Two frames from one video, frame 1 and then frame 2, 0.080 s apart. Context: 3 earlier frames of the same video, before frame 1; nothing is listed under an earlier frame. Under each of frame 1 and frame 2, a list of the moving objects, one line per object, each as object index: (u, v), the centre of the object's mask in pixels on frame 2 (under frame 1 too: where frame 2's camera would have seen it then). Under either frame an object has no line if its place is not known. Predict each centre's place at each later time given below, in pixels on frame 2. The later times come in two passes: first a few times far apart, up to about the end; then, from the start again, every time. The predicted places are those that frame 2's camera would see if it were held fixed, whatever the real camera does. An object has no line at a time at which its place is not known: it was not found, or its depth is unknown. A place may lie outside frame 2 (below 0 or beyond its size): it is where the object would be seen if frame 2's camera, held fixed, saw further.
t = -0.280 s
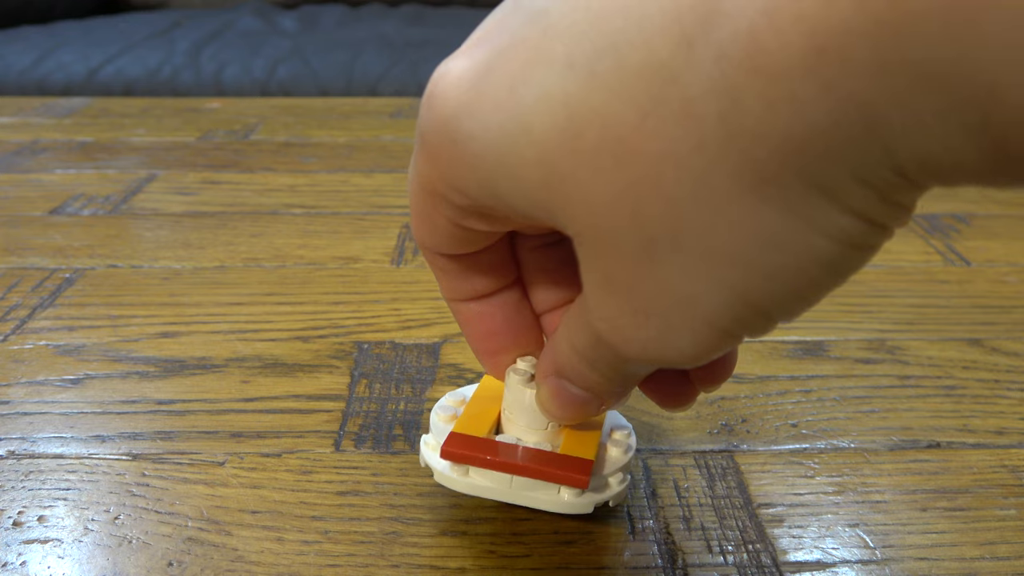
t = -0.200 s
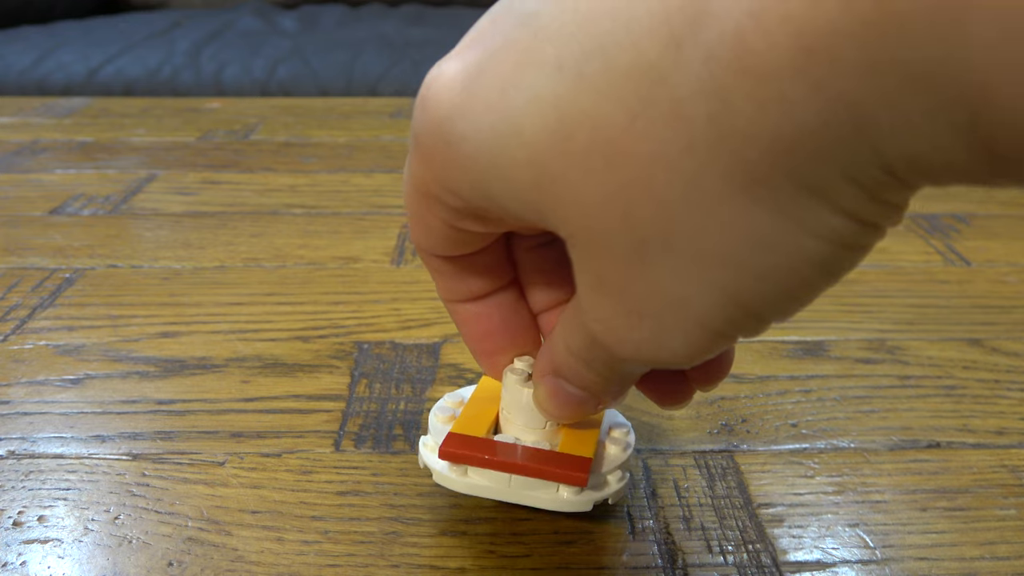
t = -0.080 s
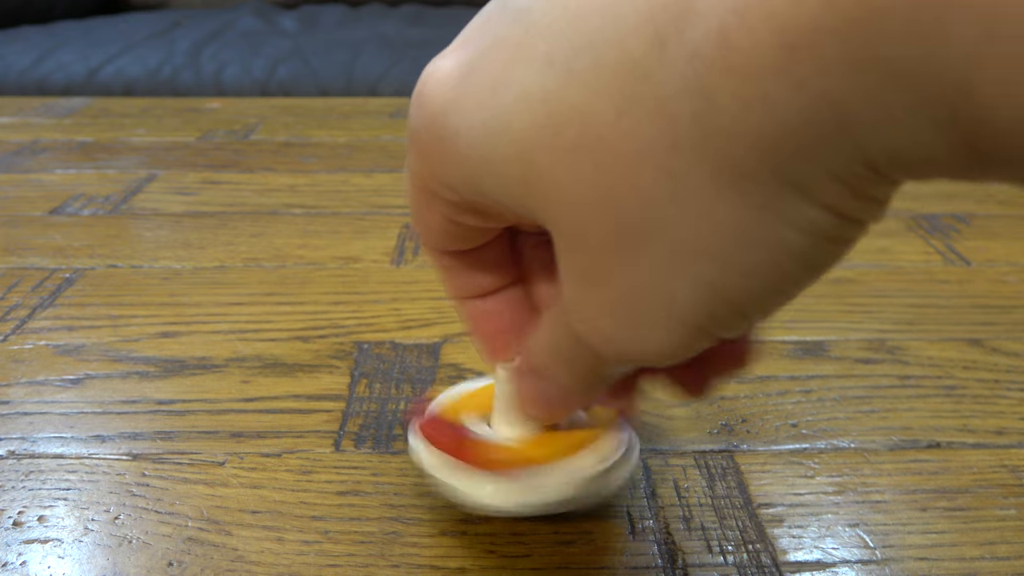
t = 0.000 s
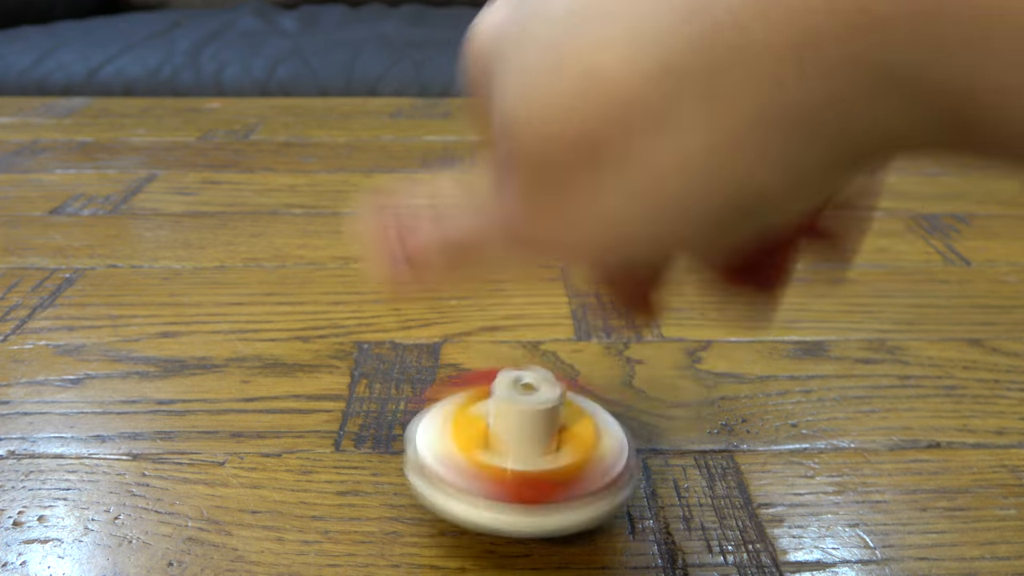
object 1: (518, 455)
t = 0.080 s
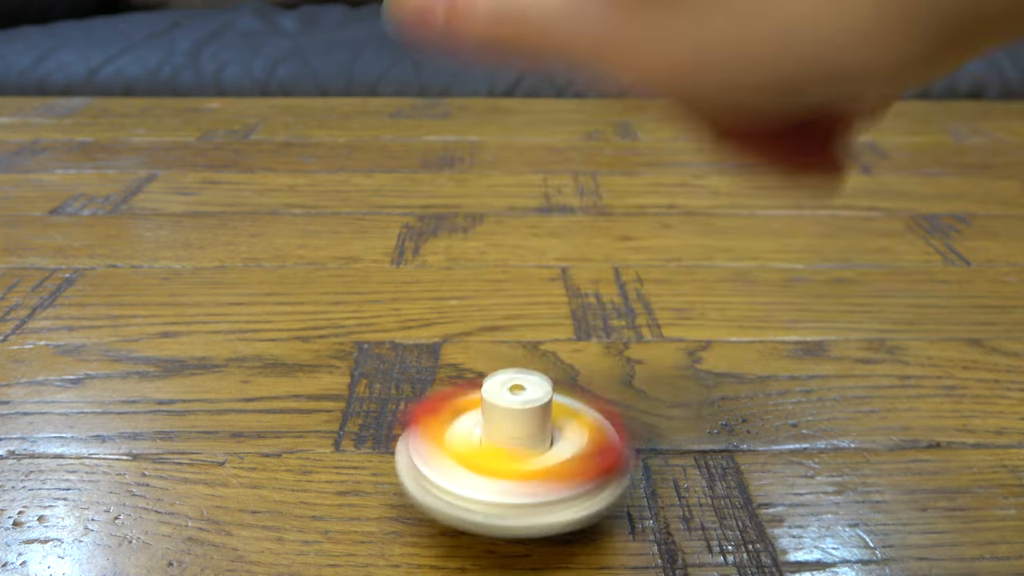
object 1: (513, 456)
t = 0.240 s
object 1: (497, 453)
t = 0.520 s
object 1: (478, 439)
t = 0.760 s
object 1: (468, 423)
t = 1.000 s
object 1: (453, 405)
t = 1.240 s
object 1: (423, 393)
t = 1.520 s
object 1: (386, 386)
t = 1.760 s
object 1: (347, 389)
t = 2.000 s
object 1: (314, 406)
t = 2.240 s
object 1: (320, 425)
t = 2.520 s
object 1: (351, 428)
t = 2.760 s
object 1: (373, 421)
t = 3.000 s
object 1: (394, 406)
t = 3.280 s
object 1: (428, 414)
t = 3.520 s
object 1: (492, 408)
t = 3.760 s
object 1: (536, 402)
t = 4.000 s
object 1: (581, 409)
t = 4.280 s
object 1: (616, 407)
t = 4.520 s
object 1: (635, 415)
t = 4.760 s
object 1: (653, 407)
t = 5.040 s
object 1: (671, 406)
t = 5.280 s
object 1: (676, 420)
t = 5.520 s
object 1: (678, 402)
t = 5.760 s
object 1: (700, 418)
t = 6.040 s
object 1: (694, 410)
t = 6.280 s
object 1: (678, 398)
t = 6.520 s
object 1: (693, 421)
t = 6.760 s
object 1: (693, 396)
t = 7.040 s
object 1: (710, 427)
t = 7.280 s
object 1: (691, 406)
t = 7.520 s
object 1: (695, 403)
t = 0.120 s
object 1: (511, 455)
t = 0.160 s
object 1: (507, 456)
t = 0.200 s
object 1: (503, 452)
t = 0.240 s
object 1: (497, 453)
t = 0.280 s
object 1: (493, 451)
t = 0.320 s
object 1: (489, 448)
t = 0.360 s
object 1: (488, 448)
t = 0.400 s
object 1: (488, 446)
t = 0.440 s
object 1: (486, 443)
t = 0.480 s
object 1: (481, 443)
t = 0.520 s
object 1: (478, 439)
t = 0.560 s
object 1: (477, 436)
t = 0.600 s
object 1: (476, 435)
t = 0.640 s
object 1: (476, 432)
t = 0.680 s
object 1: (472, 428)
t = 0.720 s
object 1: (469, 427)
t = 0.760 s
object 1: (468, 423)
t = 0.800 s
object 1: (466, 420)
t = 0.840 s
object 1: (465, 419)
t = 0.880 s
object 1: (462, 413)
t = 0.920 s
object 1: (455, 413)
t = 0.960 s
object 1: (454, 408)
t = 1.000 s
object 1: (453, 405)
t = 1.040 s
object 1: (453, 403)
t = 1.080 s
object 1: (449, 399)
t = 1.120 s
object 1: (439, 397)
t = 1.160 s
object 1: (433, 395)
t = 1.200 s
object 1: (429, 391)
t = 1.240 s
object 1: (423, 393)
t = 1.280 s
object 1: (414, 391)
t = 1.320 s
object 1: (403, 393)
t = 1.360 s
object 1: (400, 384)
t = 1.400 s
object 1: (402, 387)
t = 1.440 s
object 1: (401, 385)
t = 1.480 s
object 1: (395, 387)
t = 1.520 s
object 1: (386, 386)
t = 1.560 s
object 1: (379, 385)
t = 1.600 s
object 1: (372, 384)
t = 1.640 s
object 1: (364, 384)
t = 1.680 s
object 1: (354, 383)
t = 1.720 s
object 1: (350, 388)
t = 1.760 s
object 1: (347, 389)
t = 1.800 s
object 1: (343, 390)
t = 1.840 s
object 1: (334, 394)
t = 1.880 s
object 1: (330, 392)
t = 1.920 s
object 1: (328, 395)
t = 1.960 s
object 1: (322, 401)
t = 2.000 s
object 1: (314, 406)
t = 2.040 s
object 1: (312, 408)
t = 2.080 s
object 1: (313, 412)
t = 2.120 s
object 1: (312, 414)
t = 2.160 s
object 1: (310, 419)
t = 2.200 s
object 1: (313, 422)
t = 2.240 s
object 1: (320, 425)
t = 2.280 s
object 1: (320, 428)
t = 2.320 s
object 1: (320, 431)
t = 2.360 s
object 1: (326, 430)
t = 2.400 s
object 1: (335, 431)
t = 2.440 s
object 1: (337, 431)
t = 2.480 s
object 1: (341, 431)
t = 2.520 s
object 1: (351, 428)
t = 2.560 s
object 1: (356, 428)
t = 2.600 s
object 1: (356, 427)
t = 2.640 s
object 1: (362, 425)
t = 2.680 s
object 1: (370, 424)
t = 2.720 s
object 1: (371, 422)
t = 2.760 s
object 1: (373, 421)
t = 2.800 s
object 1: (380, 418)
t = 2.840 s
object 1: (385, 415)
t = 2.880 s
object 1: (382, 413)
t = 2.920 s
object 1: (387, 411)
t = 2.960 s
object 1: (394, 409)
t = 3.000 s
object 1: (394, 406)
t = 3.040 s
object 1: (400, 400)
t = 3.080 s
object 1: (405, 410)
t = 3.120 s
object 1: (405, 412)
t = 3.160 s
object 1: (402, 414)
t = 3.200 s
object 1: (411, 413)
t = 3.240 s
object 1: (420, 412)
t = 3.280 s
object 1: (428, 414)
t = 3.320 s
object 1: (441, 413)
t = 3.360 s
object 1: (455, 413)
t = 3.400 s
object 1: (461, 412)
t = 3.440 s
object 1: (475, 410)
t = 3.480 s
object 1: (488, 409)
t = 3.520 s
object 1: (492, 408)
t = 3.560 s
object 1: (504, 404)
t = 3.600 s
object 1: (513, 405)
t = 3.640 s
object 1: (515, 403)
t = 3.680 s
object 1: (524, 402)
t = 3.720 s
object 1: (533, 404)
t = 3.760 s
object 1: (536, 402)
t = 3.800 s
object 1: (547, 403)
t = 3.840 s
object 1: (558, 403)
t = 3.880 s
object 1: (563, 404)
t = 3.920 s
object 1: (570, 404)
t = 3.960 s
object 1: (581, 407)
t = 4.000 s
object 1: (581, 409)
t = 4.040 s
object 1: (587, 411)
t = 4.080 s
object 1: (594, 409)
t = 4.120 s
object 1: (592, 404)
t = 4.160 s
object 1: (599, 400)
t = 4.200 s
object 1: (608, 403)
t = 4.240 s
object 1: (608, 407)
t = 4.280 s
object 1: (616, 407)
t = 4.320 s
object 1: (622, 406)
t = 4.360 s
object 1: (622, 410)
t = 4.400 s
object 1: (630, 409)
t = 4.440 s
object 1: (632, 406)
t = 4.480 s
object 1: (632, 412)
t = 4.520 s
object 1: (635, 415)
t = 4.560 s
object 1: (631, 411)
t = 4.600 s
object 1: (634, 407)
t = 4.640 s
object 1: (641, 407)
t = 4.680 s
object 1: (645, 407)
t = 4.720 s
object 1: (652, 410)
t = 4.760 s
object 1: (653, 407)
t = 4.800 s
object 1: (657, 399)
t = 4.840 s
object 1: (666, 407)
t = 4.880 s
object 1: (663, 421)
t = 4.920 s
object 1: (667, 421)
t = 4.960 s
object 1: (665, 414)
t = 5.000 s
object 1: (664, 409)
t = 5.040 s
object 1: (671, 406)
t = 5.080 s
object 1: (667, 406)
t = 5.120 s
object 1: (674, 403)
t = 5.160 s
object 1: (674, 397)
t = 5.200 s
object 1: (680, 399)
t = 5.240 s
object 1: (679, 408)
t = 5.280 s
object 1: (676, 420)
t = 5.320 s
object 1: (679, 420)
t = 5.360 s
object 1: (672, 414)
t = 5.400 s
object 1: (671, 399)
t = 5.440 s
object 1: (671, 397)
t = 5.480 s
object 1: (678, 403)
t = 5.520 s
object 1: (678, 402)
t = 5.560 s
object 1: (682, 396)
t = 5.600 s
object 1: (689, 397)
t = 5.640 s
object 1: (695, 407)
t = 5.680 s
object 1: (698, 418)
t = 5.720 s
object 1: (698, 422)
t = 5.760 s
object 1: (700, 418)
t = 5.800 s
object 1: (690, 416)
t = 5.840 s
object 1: (687, 408)
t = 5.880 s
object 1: (682, 399)
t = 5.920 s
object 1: (684, 394)
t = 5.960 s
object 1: (685, 391)
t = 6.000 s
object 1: (693, 399)
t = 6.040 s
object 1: (694, 410)
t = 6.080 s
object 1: (689, 416)
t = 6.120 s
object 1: (690, 421)
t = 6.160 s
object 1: (682, 419)
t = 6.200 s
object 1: (680, 410)
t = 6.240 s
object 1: (676, 403)
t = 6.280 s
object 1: (678, 398)
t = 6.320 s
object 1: (680, 395)
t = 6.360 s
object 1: (687, 393)
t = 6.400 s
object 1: (695, 398)
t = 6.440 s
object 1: (692, 402)
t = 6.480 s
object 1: (694, 415)
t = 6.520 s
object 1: (693, 421)
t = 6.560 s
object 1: (688, 421)
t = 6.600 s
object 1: (687, 420)
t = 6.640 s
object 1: (680, 417)
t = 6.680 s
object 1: (680, 409)
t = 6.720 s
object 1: (683, 401)
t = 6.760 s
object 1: (693, 396)
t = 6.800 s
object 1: (700, 396)
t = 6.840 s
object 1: (717, 399)
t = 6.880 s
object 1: (727, 407)
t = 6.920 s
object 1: (731, 419)
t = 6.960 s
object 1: (726, 427)
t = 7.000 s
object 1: (717, 427)
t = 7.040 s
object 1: (710, 427)
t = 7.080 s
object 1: (707, 428)
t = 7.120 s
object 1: (705, 427)
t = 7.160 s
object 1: (702, 424)
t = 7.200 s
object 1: (694, 419)
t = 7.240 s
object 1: (690, 411)
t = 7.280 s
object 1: (691, 406)
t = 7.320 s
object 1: (692, 404)
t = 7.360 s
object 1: (693, 404)
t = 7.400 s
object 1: (695, 403)
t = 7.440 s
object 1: (695, 403)
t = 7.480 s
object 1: (694, 403)
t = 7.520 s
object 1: (695, 403)
